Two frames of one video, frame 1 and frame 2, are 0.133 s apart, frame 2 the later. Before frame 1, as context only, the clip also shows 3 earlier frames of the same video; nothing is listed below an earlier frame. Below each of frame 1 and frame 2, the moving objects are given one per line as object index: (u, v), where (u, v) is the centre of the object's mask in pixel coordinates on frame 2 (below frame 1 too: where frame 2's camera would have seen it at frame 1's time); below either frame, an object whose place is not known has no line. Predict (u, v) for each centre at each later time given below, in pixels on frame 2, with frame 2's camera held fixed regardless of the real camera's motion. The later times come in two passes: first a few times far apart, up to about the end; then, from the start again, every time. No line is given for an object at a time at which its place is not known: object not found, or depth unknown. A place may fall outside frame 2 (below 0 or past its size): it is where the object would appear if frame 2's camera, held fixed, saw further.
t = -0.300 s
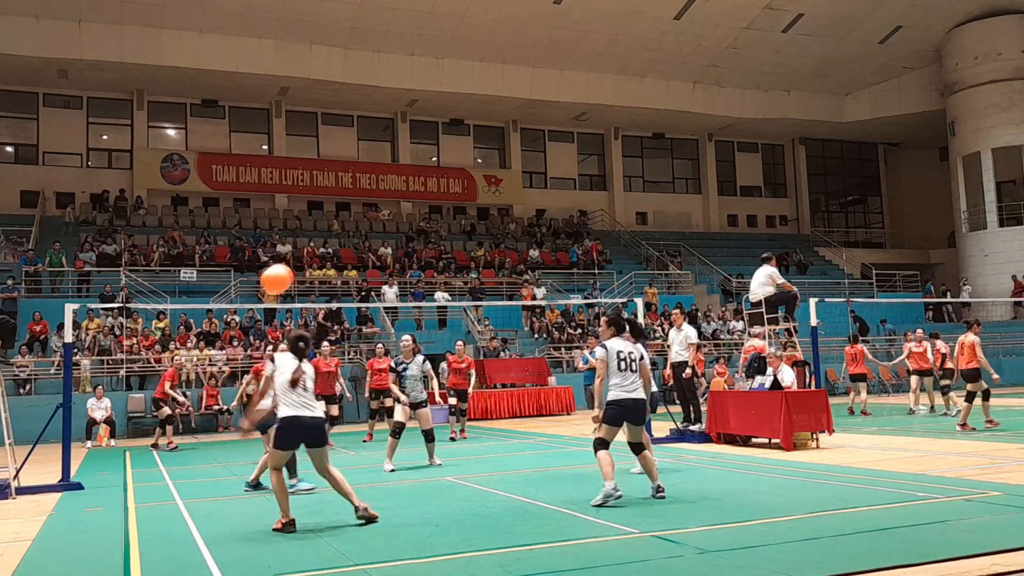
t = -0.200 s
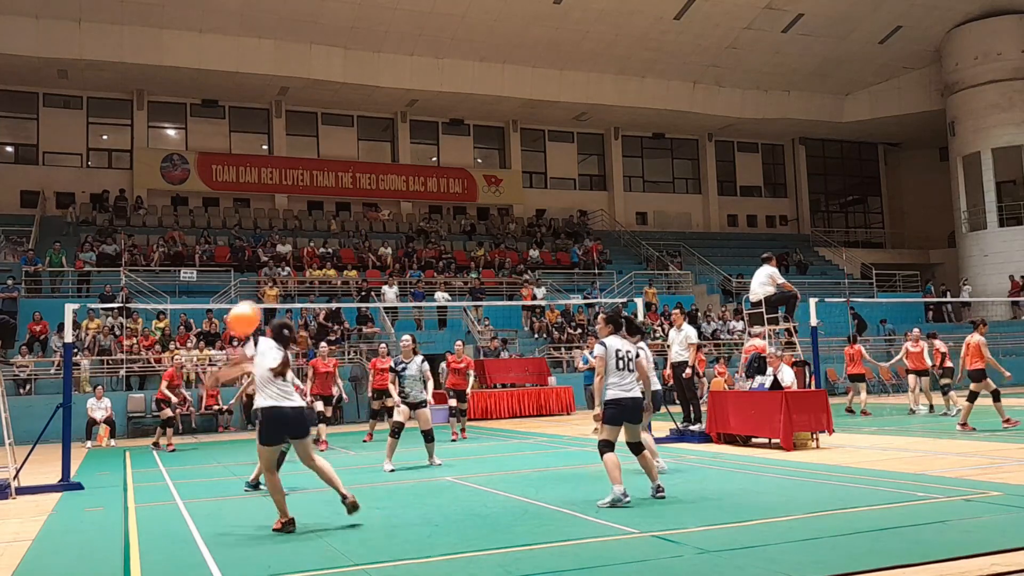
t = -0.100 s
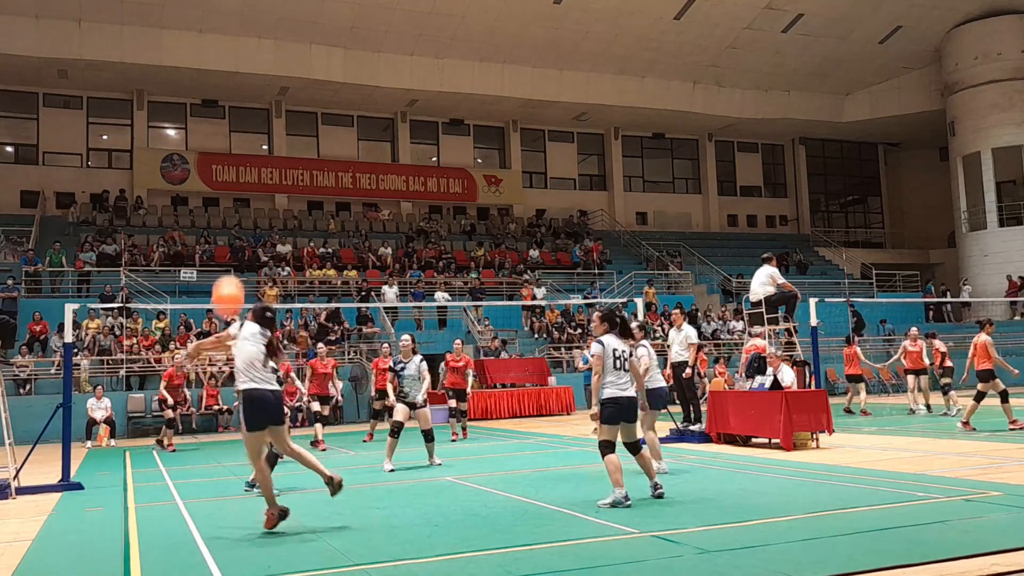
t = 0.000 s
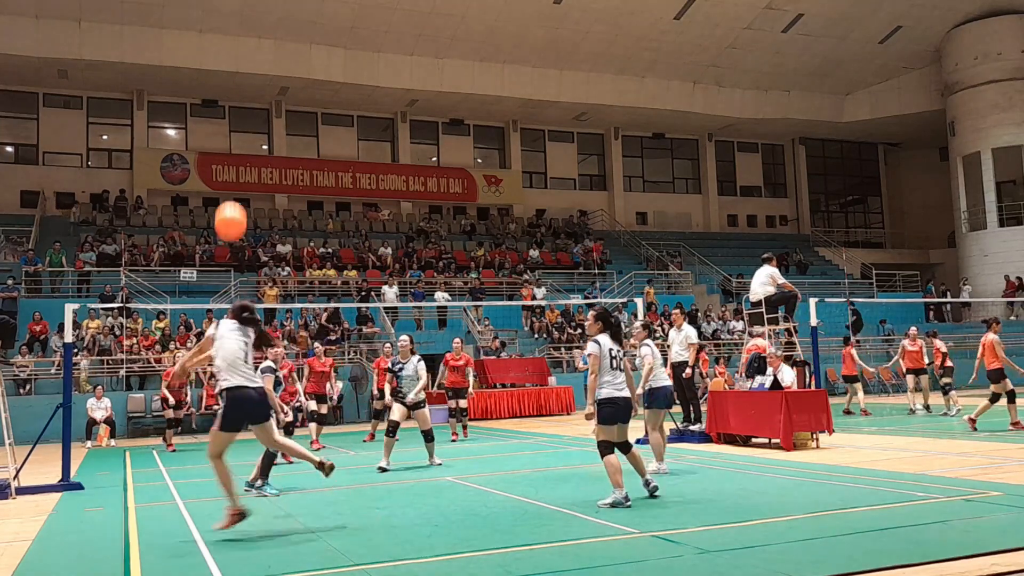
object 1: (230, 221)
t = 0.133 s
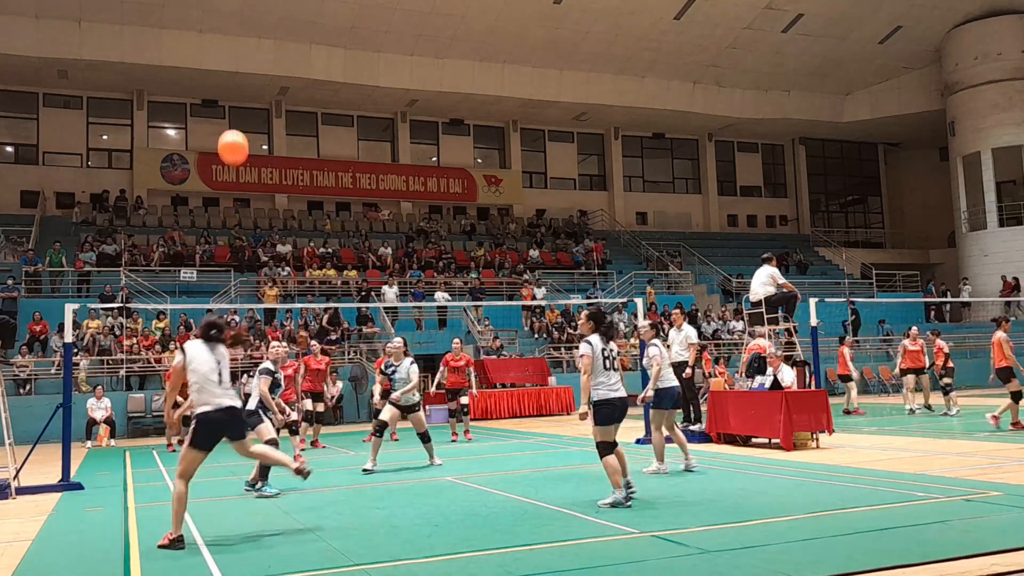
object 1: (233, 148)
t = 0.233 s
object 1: (234, 111)
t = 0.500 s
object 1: (238, 72)
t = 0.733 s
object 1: (242, 100)
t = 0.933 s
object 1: (245, 166)
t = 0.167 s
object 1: (233, 134)
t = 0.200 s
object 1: (234, 122)
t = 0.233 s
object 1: (234, 111)
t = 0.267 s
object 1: (235, 102)
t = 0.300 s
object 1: (235, 94)
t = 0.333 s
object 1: (236, 87)
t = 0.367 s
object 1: (236, 82)
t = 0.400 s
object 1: (237, 78)
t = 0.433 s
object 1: (237, 75)
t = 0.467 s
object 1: (238, 73)
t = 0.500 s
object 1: (238, 72)
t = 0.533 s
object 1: (239, 73)
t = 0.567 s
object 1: (239, 74)
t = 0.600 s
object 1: (240, 77)
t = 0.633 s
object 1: (240, 81)
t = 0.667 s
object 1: (241, 86)
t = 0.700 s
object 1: (241, 93)
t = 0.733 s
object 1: (242, 100)
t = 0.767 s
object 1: (242, 108)
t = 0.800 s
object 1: (243, 118)
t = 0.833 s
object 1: (244, 128)
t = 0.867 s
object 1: (244, 140)
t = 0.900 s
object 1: (245, 152)
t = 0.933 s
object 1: (245, 166)
